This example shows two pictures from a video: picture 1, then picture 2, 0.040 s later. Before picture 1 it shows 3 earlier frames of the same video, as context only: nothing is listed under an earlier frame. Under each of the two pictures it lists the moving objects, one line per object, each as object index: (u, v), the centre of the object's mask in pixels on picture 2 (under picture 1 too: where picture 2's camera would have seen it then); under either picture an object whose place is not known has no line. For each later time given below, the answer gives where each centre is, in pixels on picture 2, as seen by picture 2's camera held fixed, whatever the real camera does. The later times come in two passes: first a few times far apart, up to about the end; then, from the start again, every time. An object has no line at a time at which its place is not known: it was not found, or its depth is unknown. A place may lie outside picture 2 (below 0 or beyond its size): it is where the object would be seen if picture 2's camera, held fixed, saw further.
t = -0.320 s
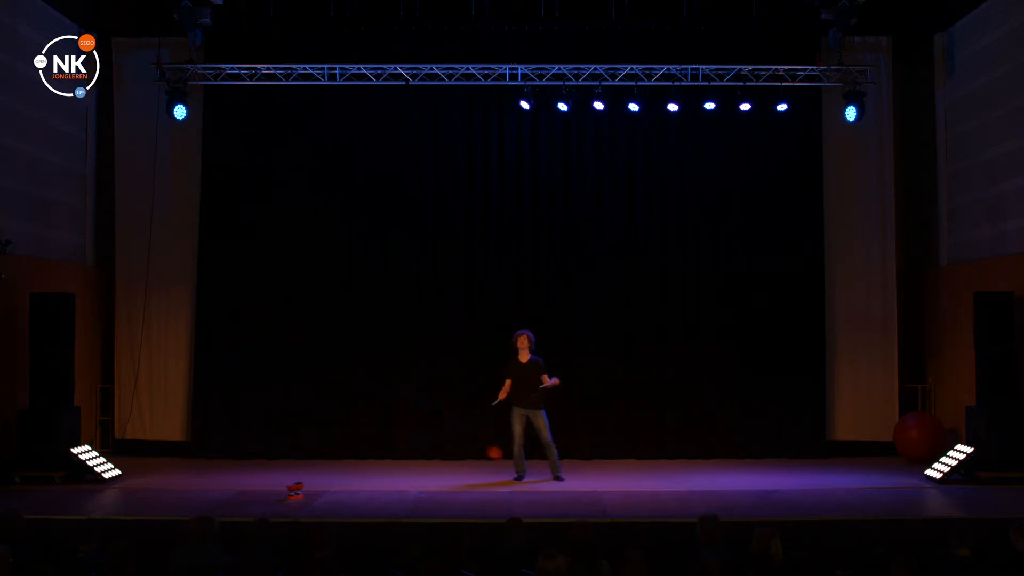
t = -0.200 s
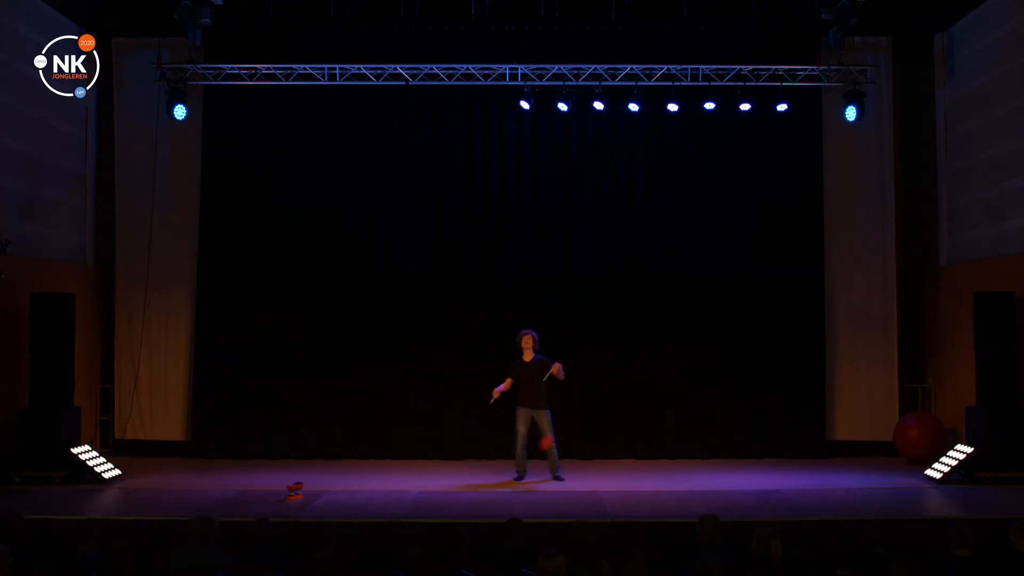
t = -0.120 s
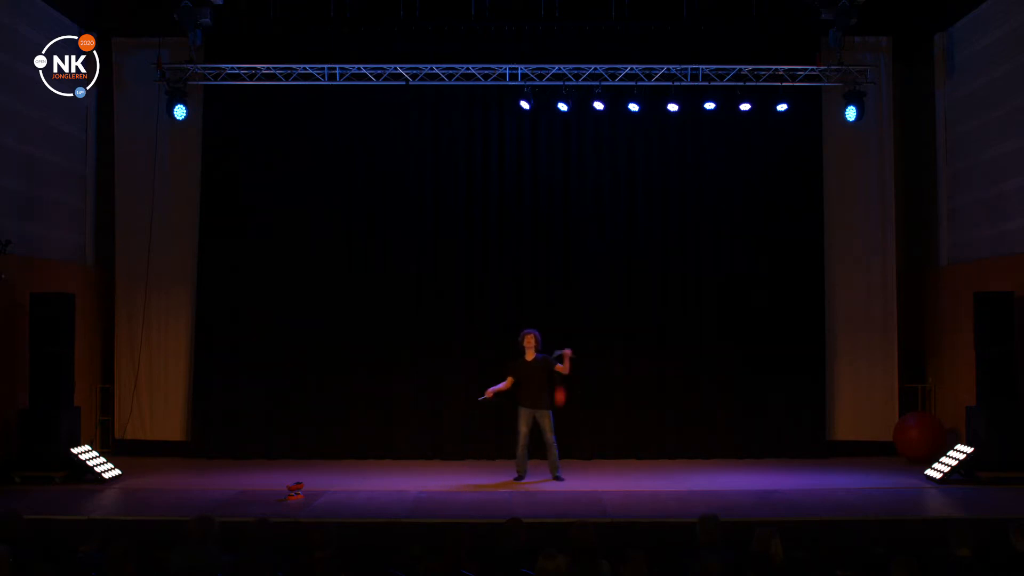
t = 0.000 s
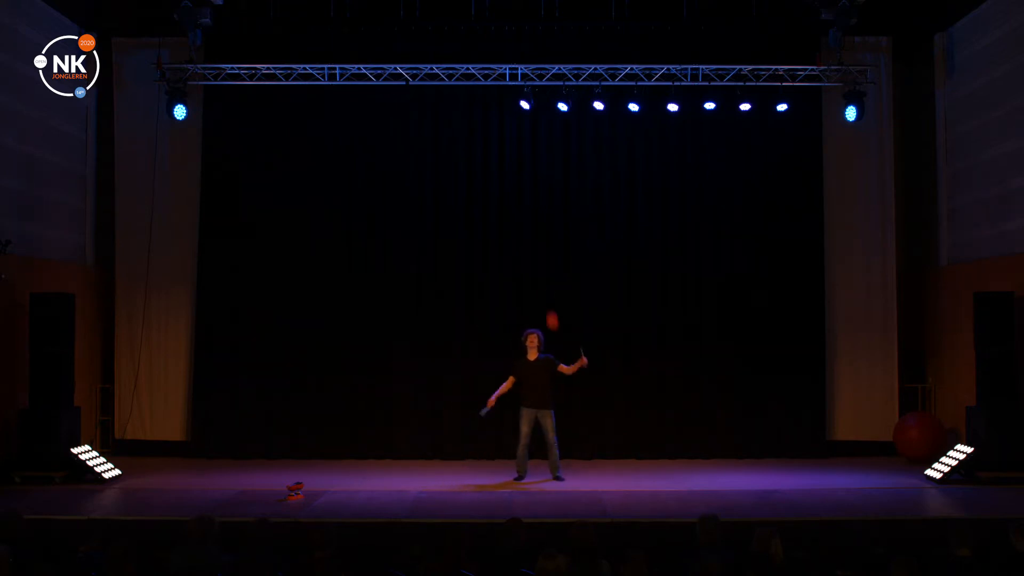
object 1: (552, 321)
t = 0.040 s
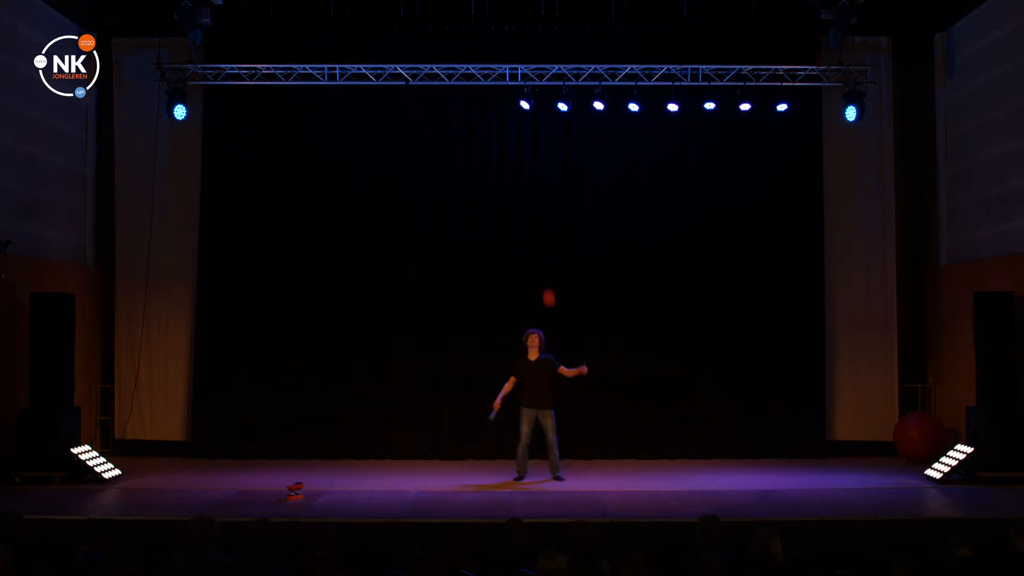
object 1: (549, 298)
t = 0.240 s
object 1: (533, 210)
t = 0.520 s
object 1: (513, 147)
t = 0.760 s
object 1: (496, 146)
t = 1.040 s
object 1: (477, 202)
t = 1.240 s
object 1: (463, 277)
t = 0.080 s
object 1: (546, 277)
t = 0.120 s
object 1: (542, 258)
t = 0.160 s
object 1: (539, 240)
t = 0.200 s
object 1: (536, 224)
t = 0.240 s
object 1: (533, 210)
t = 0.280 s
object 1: (530, 197)
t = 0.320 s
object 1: (527, 185)
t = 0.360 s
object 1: (524, 175)
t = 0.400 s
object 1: (521, 166)
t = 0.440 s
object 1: (518, 158)
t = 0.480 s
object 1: (515, 152)
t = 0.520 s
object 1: (513, 147)
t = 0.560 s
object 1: (510, 144)
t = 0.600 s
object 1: (507, 142)
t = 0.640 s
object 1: (504, 141)
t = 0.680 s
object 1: (502, 142)
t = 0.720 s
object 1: (499, 143)
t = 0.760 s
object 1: (496, 146)
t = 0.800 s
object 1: (493, 150)
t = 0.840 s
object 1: (491, 156)
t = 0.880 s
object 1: (488, 163)
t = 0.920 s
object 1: (485, 171)
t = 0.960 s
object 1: (483, 180)
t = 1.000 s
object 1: (480, 190)
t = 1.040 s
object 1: (477, 202)
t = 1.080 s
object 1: (474, 215)
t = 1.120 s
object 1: (471, 229)
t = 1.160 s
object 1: (469, 244)
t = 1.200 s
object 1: (466, 260)
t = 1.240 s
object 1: (463, 277)
